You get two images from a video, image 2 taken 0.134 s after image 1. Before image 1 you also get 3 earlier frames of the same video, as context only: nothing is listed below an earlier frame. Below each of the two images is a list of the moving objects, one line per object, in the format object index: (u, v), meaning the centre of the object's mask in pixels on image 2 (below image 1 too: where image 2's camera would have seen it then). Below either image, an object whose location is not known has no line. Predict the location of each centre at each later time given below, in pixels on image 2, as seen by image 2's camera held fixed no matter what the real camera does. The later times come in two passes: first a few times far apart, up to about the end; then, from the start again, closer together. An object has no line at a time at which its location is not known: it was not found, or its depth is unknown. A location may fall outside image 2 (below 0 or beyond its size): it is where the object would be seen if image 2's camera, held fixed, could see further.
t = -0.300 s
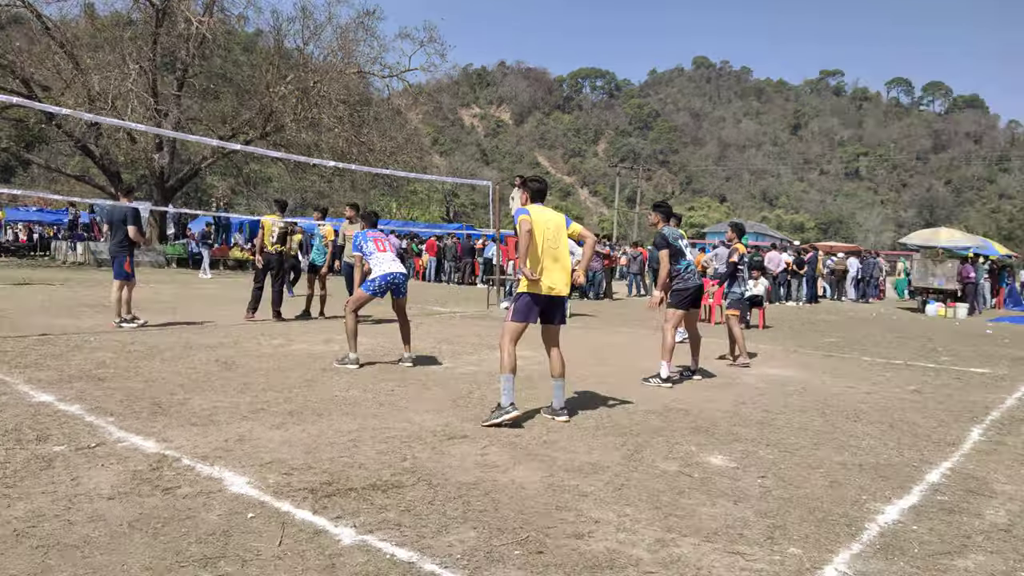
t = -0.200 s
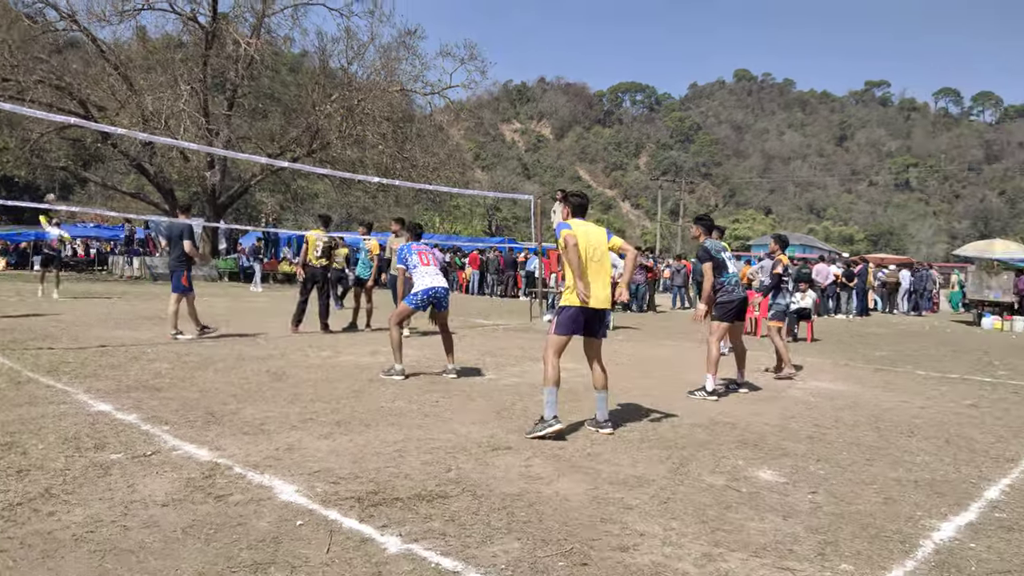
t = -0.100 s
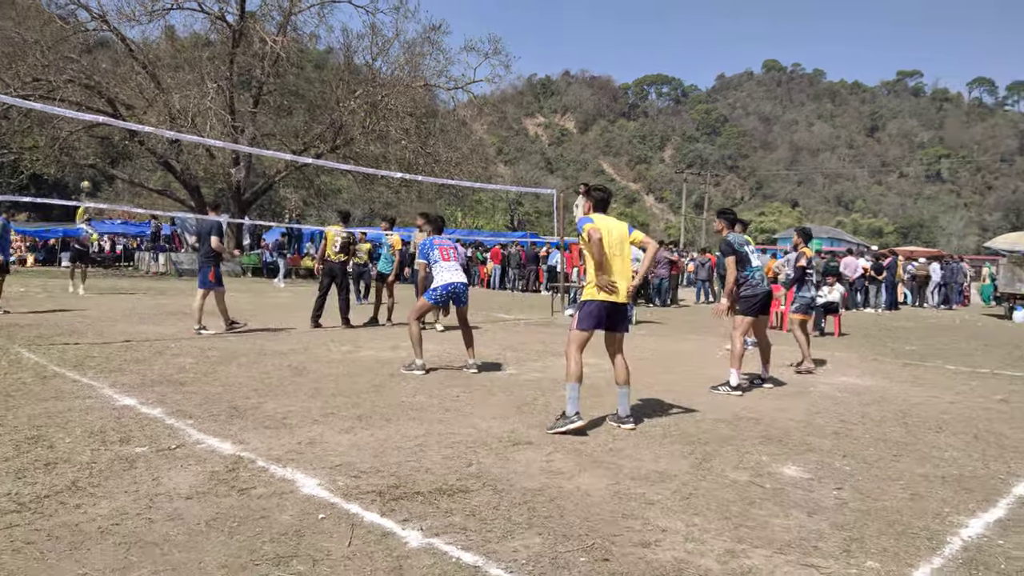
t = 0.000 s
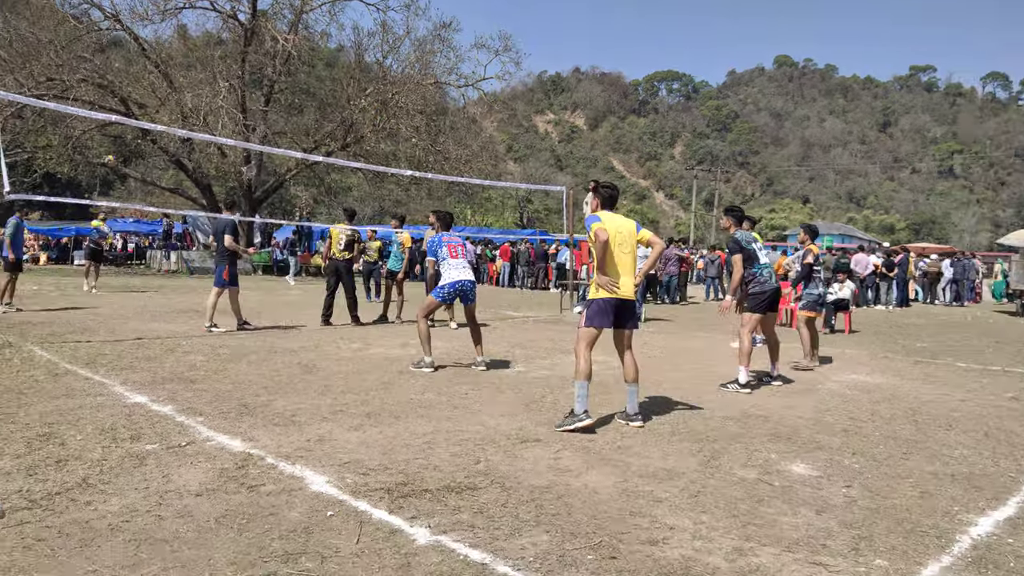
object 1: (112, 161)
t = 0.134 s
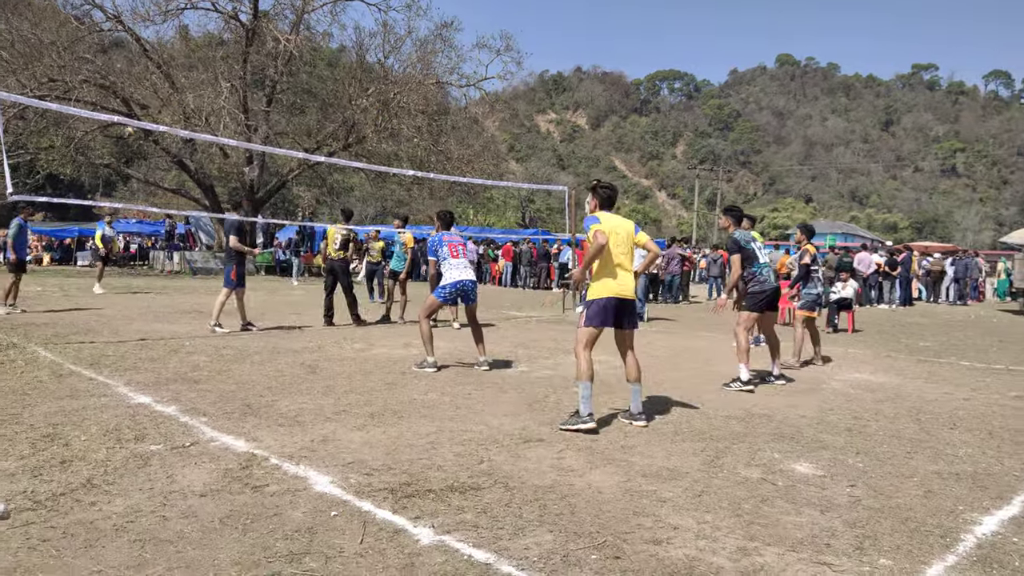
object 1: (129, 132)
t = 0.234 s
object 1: (144, 113)
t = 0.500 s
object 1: (195, 90)
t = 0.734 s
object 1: (256, 115)
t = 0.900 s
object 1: (313, 180)
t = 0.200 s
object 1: (140, 117)
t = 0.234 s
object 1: (144, 113)
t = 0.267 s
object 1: (151, 108)
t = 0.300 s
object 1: (157, 103)
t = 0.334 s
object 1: (162, 100)
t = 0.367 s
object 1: (168, 96)
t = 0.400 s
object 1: (174, 93)
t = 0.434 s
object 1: (181, 92)
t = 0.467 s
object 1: (188, 90)
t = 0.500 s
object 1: (195, 90)
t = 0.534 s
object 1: (203, 90)
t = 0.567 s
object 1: (211, 92)
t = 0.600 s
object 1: (219, 94)
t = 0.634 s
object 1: (229, 97)
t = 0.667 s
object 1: (238, 102)
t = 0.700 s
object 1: (248, 107)
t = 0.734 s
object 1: (256, 115)
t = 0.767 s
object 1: (267, 122)
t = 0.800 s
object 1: (277, 133)
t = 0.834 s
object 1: (290, 145)
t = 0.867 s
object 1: (301, 162)
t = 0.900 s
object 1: (313, 180)
